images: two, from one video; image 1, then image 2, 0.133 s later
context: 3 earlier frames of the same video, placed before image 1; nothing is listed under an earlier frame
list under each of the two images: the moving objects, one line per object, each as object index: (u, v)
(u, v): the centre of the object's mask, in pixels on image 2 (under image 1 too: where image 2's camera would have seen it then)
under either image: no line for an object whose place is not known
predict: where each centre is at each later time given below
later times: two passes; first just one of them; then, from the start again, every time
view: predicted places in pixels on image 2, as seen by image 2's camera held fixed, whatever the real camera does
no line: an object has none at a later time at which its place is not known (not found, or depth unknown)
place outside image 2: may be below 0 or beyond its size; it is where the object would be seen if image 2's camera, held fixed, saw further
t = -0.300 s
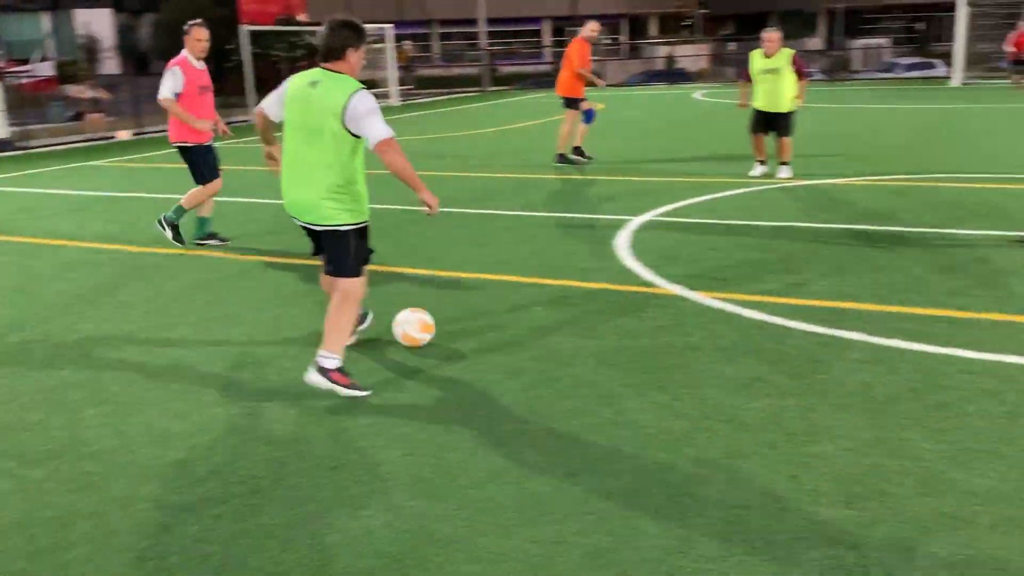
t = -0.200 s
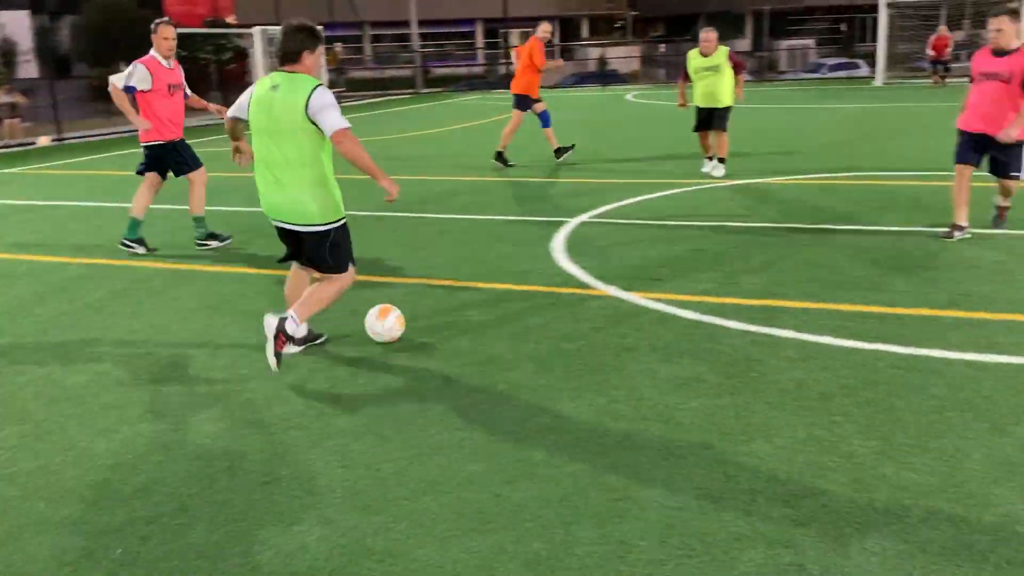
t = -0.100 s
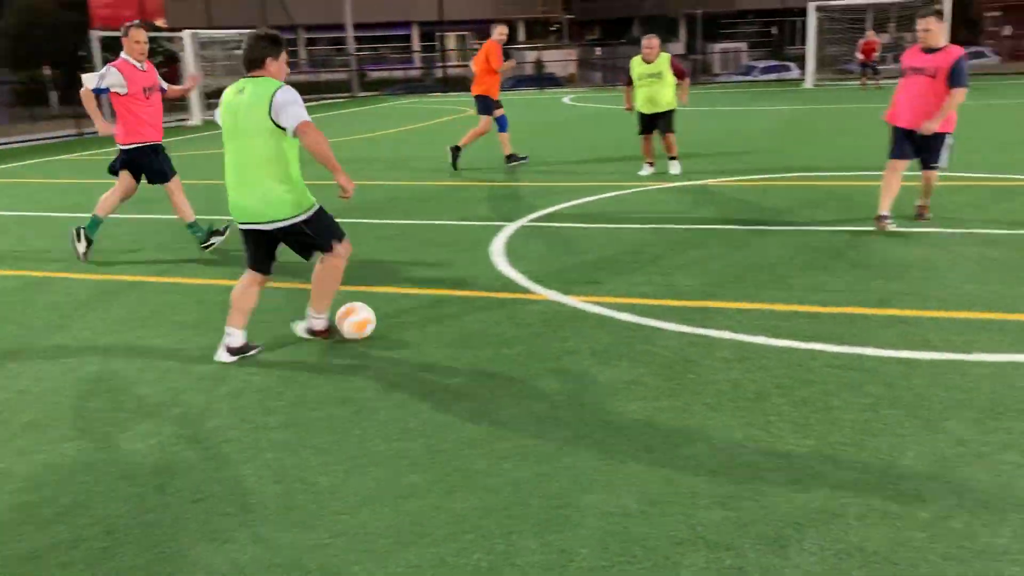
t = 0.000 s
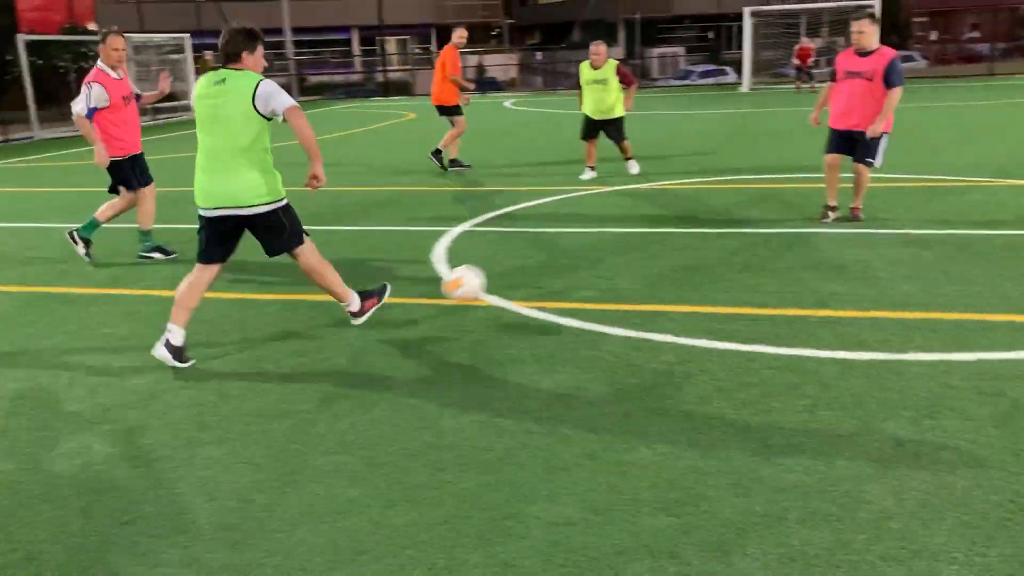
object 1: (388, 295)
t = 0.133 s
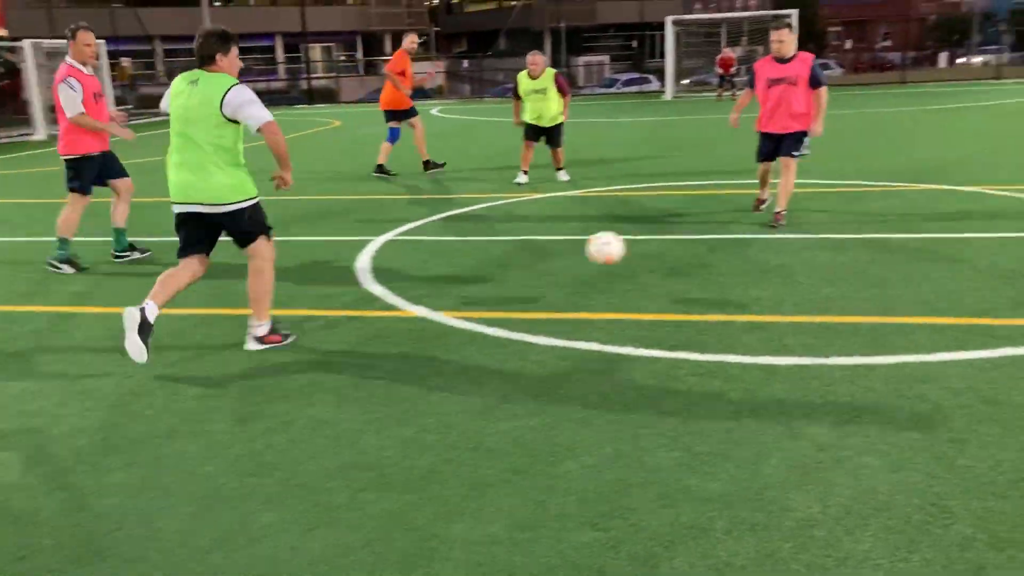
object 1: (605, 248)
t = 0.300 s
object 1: (828, 238)
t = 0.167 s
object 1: (654, 242)
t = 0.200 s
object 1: (700, 238)
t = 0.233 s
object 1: (745, 236)
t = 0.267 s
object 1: (788, 236)
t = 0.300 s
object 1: (828, 238)
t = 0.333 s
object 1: (867, 241)
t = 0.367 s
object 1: (898, 236)
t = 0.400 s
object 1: (924, 228)
